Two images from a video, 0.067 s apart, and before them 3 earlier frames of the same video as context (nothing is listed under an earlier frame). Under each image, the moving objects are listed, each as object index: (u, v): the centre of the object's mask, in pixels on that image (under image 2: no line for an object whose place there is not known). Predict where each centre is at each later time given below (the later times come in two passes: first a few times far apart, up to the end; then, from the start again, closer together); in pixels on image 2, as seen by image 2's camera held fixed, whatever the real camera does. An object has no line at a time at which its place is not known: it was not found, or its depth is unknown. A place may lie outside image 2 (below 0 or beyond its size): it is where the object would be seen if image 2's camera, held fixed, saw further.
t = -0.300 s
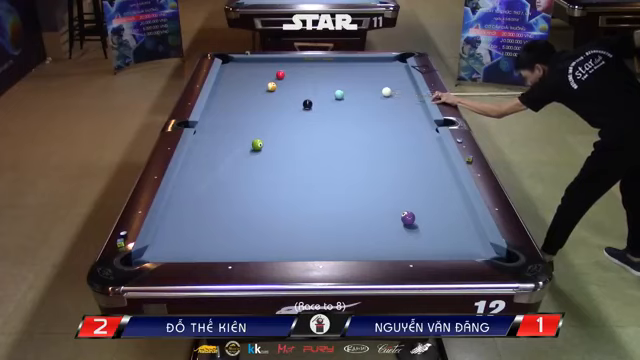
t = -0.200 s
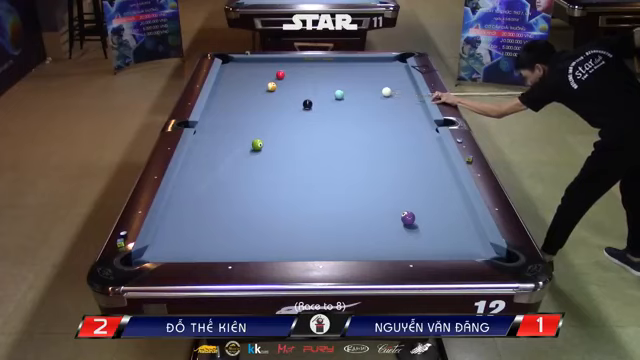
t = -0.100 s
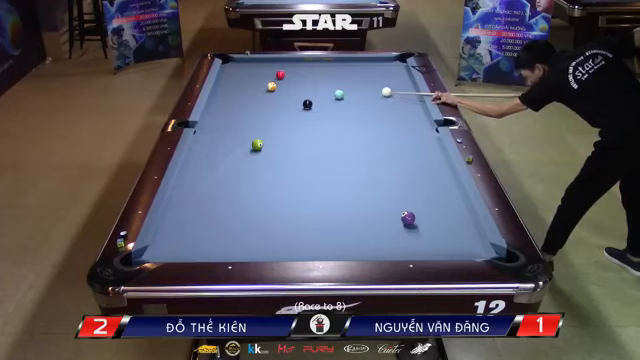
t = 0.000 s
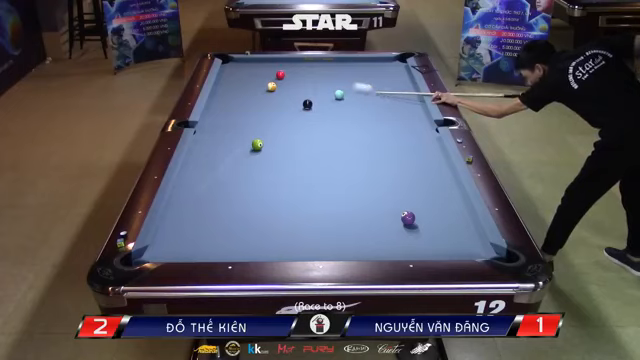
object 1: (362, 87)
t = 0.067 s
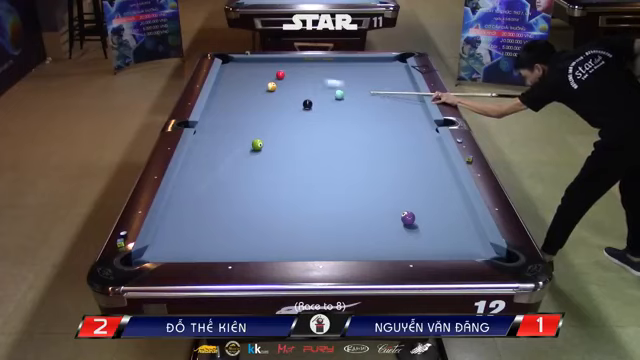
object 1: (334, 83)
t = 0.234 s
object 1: (283, 77)
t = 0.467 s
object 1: (263, 81)
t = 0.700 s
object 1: (245, 85)
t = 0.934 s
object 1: (226, 88)
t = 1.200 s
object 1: (218, 92)
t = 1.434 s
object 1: (225, 96)
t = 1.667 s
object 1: (233, 101)
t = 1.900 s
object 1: (240, 105)
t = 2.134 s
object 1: (247, 109)
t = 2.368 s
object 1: (254, 113)
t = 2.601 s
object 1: (261, 116)
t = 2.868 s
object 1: (268, 121)
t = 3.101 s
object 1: (274, 124)
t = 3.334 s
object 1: (280, 127)
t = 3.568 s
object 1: (286, 131)
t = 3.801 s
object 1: (291, 133)
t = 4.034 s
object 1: (296, 136)
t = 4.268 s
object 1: (300, 138)
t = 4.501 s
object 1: (304, 140)
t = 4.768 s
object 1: (308, 142)
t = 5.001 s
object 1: (311, 143)
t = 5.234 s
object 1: (313, 145)
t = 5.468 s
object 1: (314, 145)
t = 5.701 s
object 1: (315, 146)
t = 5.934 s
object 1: (316, 146)
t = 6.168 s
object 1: (316, 146)
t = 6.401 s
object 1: (316, 146)
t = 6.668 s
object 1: (316, 146)
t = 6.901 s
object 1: (316, 146)
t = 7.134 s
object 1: (316, 146)
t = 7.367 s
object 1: (316, 146)
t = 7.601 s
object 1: (316, 146)
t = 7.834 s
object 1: (316, 146)
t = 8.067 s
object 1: (316, 146)
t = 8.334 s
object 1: (316, 146)
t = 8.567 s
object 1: (316, 146)
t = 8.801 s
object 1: (316, 146)
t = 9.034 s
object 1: (316, 146)
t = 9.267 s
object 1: (316, 146)
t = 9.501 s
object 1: (316, 146)
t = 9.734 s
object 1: (316, 146)
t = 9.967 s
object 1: (316, 146)
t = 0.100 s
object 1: (320, 81)
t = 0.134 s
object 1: (307, 79)
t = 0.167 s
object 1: (295, 77)
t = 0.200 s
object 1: (286, 76)
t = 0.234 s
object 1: (283, 77)
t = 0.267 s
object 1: (280, 78)
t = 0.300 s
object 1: (278, 78)
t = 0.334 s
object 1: (275, 78)
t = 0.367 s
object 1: (272, 78)
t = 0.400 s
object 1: (269, 79)
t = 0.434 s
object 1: (266, 80)
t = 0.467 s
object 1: (263, 81)
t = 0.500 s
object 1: (261, 81)
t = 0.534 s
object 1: (258, 82)
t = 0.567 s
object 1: (256, 82)
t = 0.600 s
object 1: (253, 83)
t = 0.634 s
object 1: (250, 84)
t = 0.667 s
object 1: (248, 84)
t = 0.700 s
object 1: (245, 85)
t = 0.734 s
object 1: (242, 85)
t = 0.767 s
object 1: (240, 85)
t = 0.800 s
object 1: (237, 86)
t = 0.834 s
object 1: (234, 86)
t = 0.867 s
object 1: (231, 87)
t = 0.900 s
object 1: (229, 88)
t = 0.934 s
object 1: (226, 88)
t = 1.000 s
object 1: (221, 89)
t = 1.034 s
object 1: (218, 89)
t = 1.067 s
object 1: (216, 90)
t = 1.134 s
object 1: (216, 91)
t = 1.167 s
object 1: (217, 91)
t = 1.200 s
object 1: (218, 92)
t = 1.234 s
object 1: (219, 93)
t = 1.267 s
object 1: (220, 93)
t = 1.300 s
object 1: (221, 94)
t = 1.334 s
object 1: (222, 94)
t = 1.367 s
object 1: (223, 95)
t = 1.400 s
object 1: (224, 96)
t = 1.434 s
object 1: (225, 96)
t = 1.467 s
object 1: (226, 97)
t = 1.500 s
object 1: (228, 97)
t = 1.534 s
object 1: (229, 98)
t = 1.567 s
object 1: (230, 98)
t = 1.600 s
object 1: (231, 99)
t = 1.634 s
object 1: (232, 100)
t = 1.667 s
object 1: (233, 101)
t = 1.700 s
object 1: (234, 101)
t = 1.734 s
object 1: (235, 102)
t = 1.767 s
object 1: (236, 102)
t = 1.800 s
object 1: (237, 103)
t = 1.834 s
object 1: (238, 103)
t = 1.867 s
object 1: (239, 104)
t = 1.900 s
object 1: (240, 105)
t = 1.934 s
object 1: (241, 105)
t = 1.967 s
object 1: (242, 106)
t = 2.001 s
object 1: (243, 106)
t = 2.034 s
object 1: (244, 107)
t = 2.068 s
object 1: (245, 108)
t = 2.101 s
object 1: (246, 108)
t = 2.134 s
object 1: (247, 109)
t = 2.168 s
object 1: (248, 109)
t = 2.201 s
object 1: (249, 110)
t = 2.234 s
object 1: (250, 110)
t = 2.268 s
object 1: (251, 111)
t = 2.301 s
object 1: (252, 112)
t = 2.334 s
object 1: (253, 112)
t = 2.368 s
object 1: (254, 113)
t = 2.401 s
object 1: (255, 113)
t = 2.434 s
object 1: (256, 114)
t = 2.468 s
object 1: (257, 114)
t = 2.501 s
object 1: (257, 115)
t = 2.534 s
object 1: (259, 115)
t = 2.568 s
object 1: (260, 116)
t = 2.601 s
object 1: (261, 116)
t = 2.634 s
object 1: (262, 117)
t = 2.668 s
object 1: (262, 118)
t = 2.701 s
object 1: (264, 118)
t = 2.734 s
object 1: (265, 118)
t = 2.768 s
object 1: (266, 119)
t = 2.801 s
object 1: (266, 120)
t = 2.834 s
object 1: (267, 120)
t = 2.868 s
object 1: (268, 121)
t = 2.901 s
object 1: (269, 121)
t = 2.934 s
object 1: (270, 122)
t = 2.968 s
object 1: (271, 122)
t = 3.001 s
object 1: (272, 123)
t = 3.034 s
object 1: (272, 123)
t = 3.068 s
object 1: (273, 124)
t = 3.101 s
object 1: (274, 124)
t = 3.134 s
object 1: (275, 125)
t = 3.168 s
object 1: (276, 125)
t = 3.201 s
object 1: (277, 125)
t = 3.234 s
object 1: (278, 126)
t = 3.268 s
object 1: (278, 126)
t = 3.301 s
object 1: (279, 127)
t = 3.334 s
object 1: (280, 127)
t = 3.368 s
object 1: (281, 128)
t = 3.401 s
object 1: (282, 128)
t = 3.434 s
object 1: (282, 129)
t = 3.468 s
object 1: (283, 129)
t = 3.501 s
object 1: (284, 130)
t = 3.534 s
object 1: (285, 130)
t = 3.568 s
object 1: (286, 131)
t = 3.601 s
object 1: (286, 131)
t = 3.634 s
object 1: (287, 131)
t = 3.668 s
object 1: (288, 132)
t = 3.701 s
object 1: (289, 132)
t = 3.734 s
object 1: (289, 132)
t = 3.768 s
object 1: (290, 133)
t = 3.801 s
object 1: (291, 133)
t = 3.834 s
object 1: (291, 134)
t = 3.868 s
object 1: (292, 134)
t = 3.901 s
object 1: (293, 135)
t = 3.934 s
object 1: (294, 135)
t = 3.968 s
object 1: (294, 135)
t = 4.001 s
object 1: (295, 136)
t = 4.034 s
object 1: (296, 136)
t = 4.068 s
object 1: (296, 136)
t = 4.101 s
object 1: (297, 137)
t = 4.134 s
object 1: (298, 137)
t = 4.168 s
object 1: (298, 137)
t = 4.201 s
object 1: (299, 138)
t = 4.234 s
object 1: (299, 138)
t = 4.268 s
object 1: (300, 138)
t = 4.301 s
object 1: (300, 138)
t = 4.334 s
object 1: (301, 139)
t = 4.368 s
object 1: (302, 139)
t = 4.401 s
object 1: (302, 139)
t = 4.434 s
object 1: (303, 139)
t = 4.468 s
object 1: (304, 140)
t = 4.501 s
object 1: (304, 140)
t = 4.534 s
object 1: (305, 140)
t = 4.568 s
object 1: (305, 141)
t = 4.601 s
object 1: (306, 141)
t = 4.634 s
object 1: (306, 141)
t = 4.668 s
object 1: (307, 141)
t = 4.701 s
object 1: (307, 142)
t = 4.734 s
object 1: (308, 142)
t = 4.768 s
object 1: (308, 142)
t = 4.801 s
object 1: (308, 142)
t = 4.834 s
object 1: (309, 143)
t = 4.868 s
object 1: (309, 143)
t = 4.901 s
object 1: (310, 143)
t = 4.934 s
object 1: (310, 143)
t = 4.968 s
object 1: (310, 143)
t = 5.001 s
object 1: (311, 143)
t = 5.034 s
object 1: (311, 144)
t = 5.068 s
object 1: (311, 144)
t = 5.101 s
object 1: (312, 144)
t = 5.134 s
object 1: (312, 144)
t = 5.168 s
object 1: (313, 145)
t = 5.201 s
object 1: (313, 145)
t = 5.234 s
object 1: (313, 145)
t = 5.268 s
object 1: (313, 145)
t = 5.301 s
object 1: (313, 145)
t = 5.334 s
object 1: (314, 145)
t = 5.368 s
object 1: (314, 145)
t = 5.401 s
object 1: (314, 145)
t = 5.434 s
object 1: (314, 145)
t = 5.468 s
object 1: (314, 145)
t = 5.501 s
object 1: (315, 146)
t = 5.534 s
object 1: (315, 146)
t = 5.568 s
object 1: (315, 146)
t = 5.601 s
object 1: (315, 146)
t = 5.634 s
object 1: (315, 146)
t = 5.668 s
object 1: (315, 146)
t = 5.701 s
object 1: (315, 146)
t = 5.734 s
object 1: (315, 146)
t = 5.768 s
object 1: (316, 146)
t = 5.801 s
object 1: (316, 146)
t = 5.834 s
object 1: (316, 146)
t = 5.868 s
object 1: (316, 146)
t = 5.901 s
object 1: (316, 146)
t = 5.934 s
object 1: (316, 146)
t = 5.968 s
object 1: (316, 146)
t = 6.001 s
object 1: (316, 146)
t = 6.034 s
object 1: (316, 146)
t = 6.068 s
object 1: (316, 146)
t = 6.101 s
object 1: (316, 146)
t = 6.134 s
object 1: (316, 146)
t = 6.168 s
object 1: (316, 146)
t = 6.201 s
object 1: (316, 146)
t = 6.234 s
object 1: (316, 146)
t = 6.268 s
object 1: (316, 146)
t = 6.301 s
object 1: (316, 146)
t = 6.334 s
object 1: (316, 146)
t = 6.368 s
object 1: (316, 146)
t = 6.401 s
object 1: (316, 146)
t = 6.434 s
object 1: (316, 146)
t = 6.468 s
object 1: (316, 146)
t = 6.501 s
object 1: (316, 146)
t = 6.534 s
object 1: (316, 146)
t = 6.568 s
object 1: (316, 146)
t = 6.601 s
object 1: (316, 146)
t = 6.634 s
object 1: (316, 146)
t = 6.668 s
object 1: (316, 146)
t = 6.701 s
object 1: (316, 146)
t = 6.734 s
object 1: (316, 146)
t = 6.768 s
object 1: (316, 146)
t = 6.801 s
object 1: (316, 146)
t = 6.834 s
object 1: (316, 146)
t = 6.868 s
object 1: (316, 146)
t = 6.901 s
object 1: (316, 146)
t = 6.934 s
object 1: (316, 146)
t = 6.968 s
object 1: (316, 146)
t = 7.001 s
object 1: (316, 146)
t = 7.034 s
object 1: (316, 146)
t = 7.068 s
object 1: (316, 146)
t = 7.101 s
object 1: (316, 146)
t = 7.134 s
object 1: (316, 146)
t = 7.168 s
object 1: (316, 146)
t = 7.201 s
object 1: (316, 146)
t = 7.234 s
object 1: (316, 146)
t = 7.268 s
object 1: (316, 146)
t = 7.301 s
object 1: (316, 146)
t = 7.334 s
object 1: (315, 146)
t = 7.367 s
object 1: (316, 146)
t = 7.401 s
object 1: (316, 146)
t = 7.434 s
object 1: (316, 146)
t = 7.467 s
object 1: (316, 146)
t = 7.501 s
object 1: (316, 146)
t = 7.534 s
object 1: (316, 146)
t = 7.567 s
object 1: (316, 146)
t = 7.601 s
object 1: (316, 146)
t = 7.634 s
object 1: (316, 146)
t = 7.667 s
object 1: (316, 146)
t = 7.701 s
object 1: (316, 146)
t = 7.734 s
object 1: (316, 146)
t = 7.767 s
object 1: (316, 146)
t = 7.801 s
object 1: (316, 146)
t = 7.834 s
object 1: (316, 146)
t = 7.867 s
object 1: (316, 146)
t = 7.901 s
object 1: (316, 146)
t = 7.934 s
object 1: (316, 146)
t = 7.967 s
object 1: (316, 146)
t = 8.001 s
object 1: (316, 146)
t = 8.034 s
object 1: (316, 146)
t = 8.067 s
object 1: (316, 146)
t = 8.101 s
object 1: (316, 146)
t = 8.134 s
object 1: (316, 146)
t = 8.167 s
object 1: (316, 146)
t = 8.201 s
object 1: (316, 146)
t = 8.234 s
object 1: (316, 146)
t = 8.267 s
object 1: (316, 146)
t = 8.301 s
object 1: (316, 146)
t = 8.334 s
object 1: (316, 146)
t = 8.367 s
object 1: (316, 146)
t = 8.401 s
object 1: (316, 146)
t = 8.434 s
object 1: (316, 146)
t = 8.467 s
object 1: (316, 146)
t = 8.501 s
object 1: (316, 146)
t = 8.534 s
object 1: (316, 146)
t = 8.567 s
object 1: (316, 146)
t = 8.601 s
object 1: (316, 146)
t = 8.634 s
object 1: (316, 146)
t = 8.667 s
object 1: (316, 146)
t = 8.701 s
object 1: (316, 146)
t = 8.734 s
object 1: (316, 146)
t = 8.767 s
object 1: (316, 146)
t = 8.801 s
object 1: (316, 146)
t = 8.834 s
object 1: (316, 146)
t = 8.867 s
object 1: (316, 146)
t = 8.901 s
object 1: (316, 146)
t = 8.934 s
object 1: (316, 146)
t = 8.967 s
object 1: (316, 146)
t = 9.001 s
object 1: (316, 146)
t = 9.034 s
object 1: (316, 146)
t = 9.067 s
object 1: (316, 146)
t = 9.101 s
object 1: (316, 146)
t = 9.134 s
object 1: (316, 146)
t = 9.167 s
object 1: (316, 146)
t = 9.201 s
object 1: (316, 146)
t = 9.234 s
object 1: (316, 146)
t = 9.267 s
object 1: (316, 146)
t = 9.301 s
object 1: (316, 146)
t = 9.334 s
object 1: (316, 146)
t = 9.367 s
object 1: (316, 146)
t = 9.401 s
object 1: (316, 146)
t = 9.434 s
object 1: (316, 146)
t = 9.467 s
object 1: (316, 146)
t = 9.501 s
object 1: (316, 146)
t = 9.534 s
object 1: (316, 146)
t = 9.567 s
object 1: (316, 146)
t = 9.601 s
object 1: (316, 146)
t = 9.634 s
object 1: (316, 146)
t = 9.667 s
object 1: (316, 146)
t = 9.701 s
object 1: (316, 146)
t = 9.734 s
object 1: (316, 146)
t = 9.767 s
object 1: (316, 146)
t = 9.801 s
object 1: (316, 146)
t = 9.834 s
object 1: (316, 146)
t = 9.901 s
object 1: (316, 146)
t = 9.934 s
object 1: (316, 146)
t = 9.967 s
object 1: (316, 146)
